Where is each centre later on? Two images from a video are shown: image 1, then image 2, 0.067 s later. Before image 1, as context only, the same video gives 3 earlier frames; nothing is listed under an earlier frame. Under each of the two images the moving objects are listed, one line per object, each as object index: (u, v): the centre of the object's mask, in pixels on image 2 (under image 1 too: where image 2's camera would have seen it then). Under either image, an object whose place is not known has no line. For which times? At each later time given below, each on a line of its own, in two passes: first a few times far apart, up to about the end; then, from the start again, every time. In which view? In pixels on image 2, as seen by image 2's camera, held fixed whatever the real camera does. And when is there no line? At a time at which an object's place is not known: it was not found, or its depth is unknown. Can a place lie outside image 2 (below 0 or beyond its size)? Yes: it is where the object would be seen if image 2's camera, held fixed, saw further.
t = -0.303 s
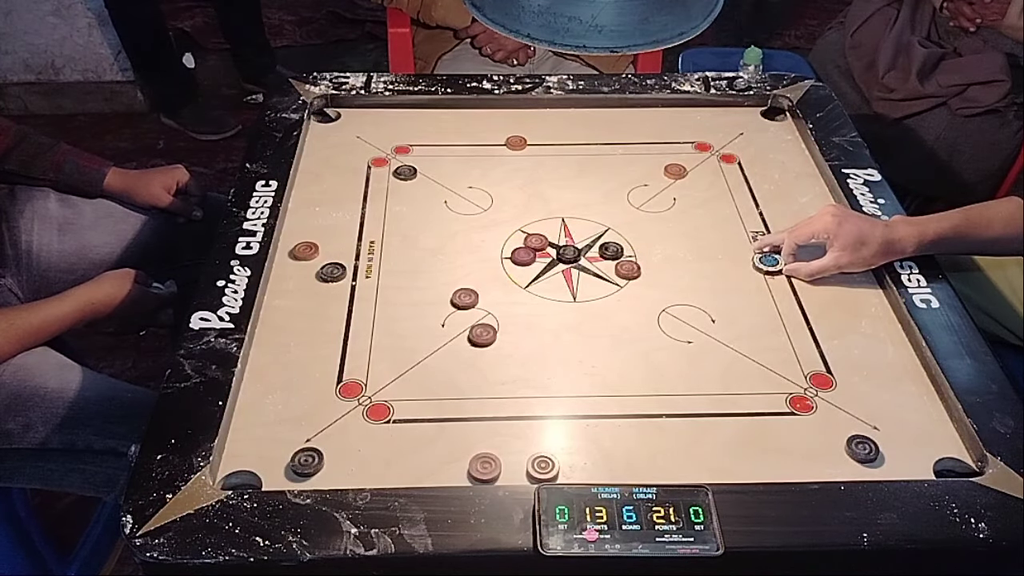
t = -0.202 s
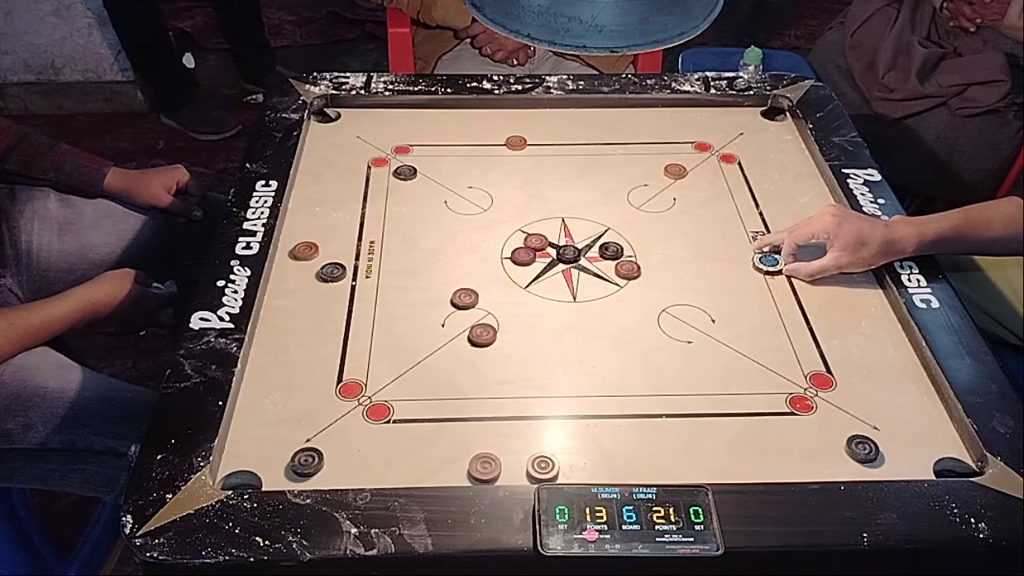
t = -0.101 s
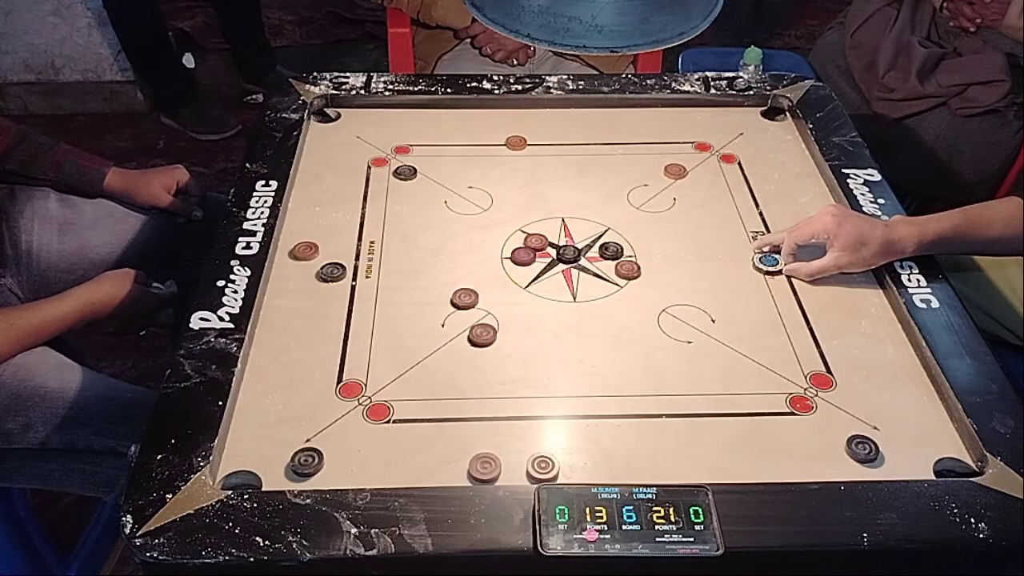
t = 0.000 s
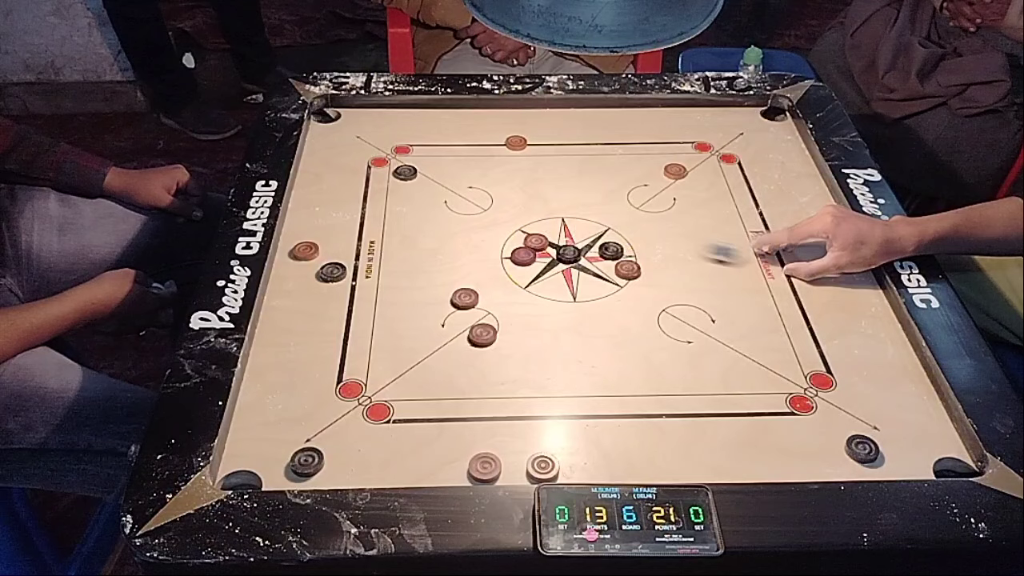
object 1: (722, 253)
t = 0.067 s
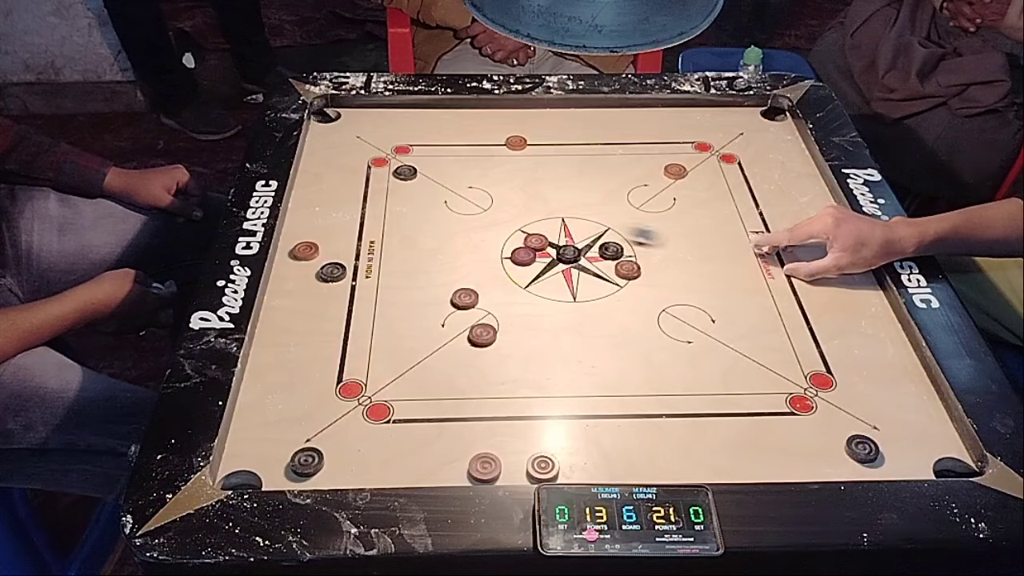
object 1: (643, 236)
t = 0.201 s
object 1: (508, 205)
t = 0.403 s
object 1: (374, 180)
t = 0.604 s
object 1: (312, 174)
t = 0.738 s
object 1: (323, 174)
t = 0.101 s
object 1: (607, 226)
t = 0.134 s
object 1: (571, 219)
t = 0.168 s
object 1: (538, 212)
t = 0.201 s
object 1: (508, 205)
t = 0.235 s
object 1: (479, 197)
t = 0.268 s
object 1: (452, 191)
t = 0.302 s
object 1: (424, 185)
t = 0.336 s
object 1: (406, 183)
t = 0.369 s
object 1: (390, 181)
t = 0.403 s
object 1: (374, 180)
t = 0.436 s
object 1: (361, 179)
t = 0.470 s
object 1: (349, 177)
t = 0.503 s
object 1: (338, 176)
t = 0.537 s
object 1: (328, 175)
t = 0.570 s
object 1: (319, 174)
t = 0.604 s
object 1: (312, 174)
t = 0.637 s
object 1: (313, 174)
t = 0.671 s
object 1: (317, 174)
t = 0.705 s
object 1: (321, 174)
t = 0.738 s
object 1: (323, 174)
